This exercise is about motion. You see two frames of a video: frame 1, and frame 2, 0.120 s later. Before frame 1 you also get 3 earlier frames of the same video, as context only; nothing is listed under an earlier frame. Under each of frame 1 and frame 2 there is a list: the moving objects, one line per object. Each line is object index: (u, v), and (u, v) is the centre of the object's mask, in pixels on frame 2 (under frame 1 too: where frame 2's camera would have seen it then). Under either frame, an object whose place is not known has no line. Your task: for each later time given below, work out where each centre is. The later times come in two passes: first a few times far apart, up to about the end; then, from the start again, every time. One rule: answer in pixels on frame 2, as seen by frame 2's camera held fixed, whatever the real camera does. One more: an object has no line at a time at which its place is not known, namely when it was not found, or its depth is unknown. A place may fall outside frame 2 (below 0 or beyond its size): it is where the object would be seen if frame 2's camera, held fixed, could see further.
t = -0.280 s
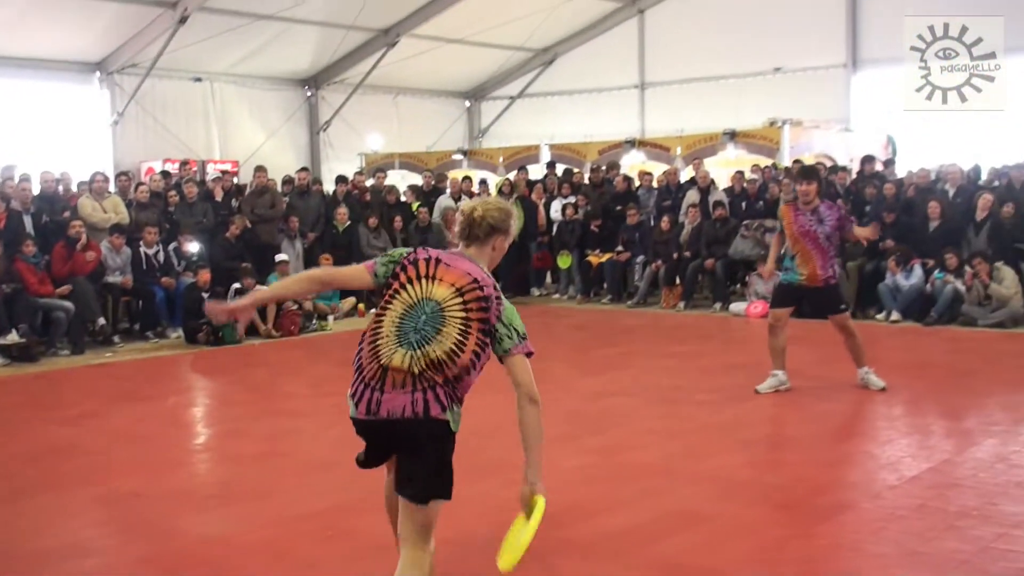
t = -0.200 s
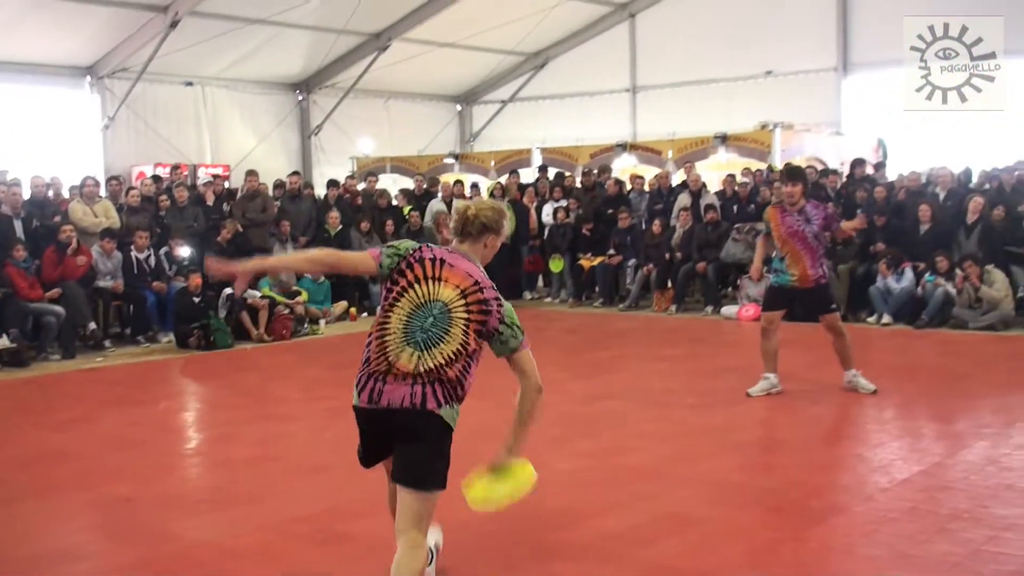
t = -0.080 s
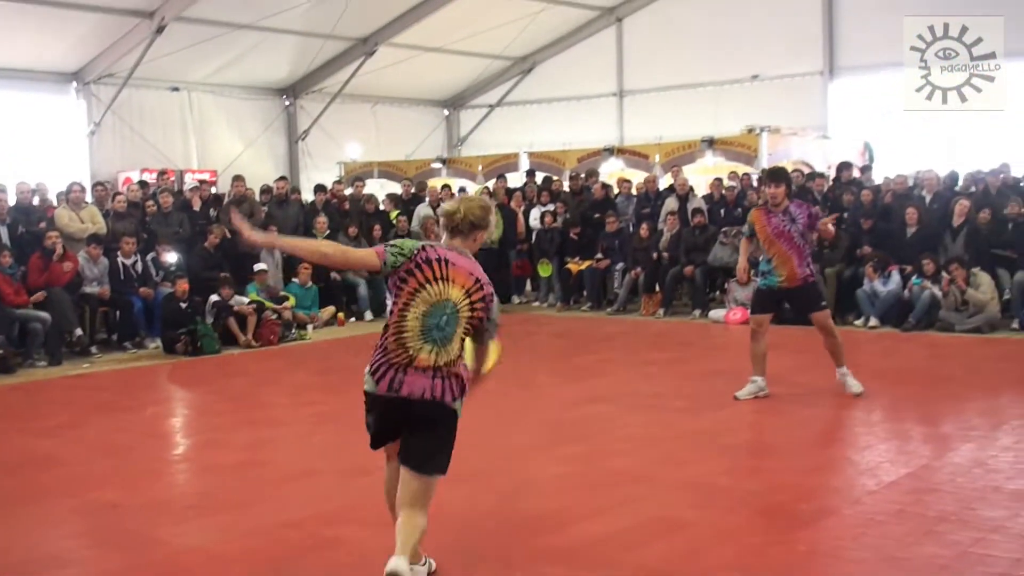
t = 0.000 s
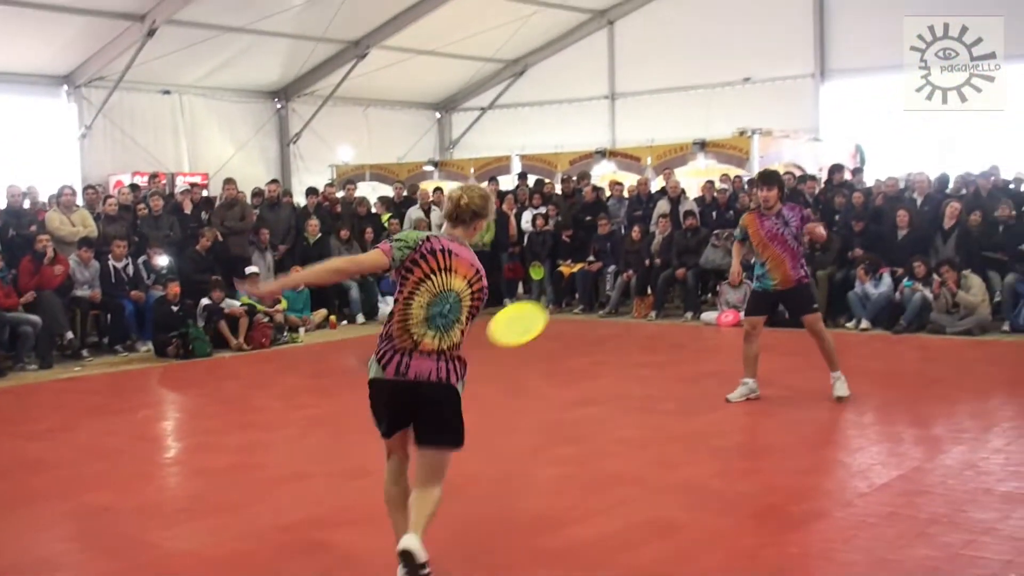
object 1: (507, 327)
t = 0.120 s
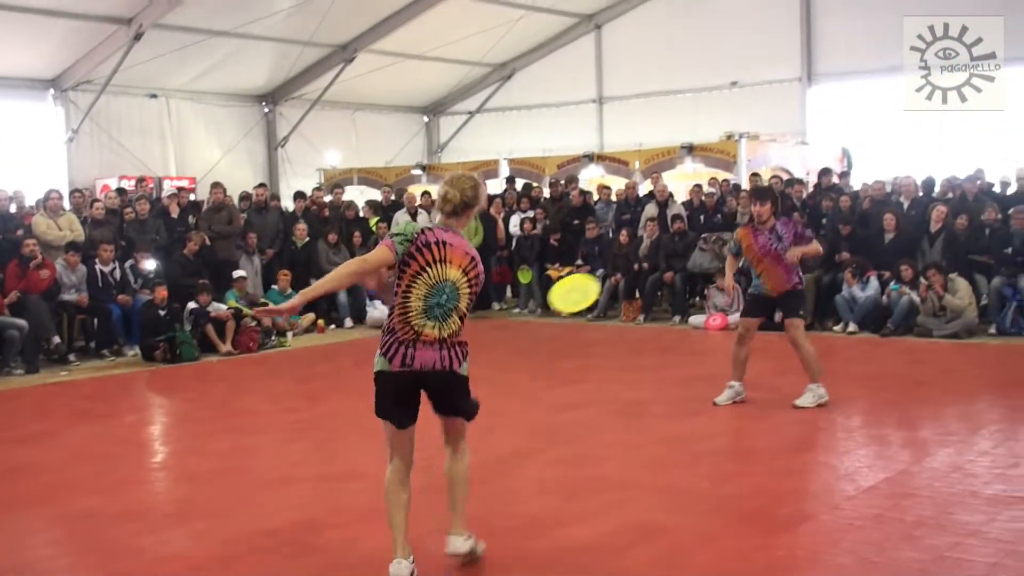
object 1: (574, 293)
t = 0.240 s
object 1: (624, 278)
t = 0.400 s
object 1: (672, 280)
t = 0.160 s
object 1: (592, 287)
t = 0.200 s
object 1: (609, 281)
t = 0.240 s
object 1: (624, 278)
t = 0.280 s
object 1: (638, 276)
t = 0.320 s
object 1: (650, 276)
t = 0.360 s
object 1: (662, 278)
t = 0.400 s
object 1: (672, 280)
